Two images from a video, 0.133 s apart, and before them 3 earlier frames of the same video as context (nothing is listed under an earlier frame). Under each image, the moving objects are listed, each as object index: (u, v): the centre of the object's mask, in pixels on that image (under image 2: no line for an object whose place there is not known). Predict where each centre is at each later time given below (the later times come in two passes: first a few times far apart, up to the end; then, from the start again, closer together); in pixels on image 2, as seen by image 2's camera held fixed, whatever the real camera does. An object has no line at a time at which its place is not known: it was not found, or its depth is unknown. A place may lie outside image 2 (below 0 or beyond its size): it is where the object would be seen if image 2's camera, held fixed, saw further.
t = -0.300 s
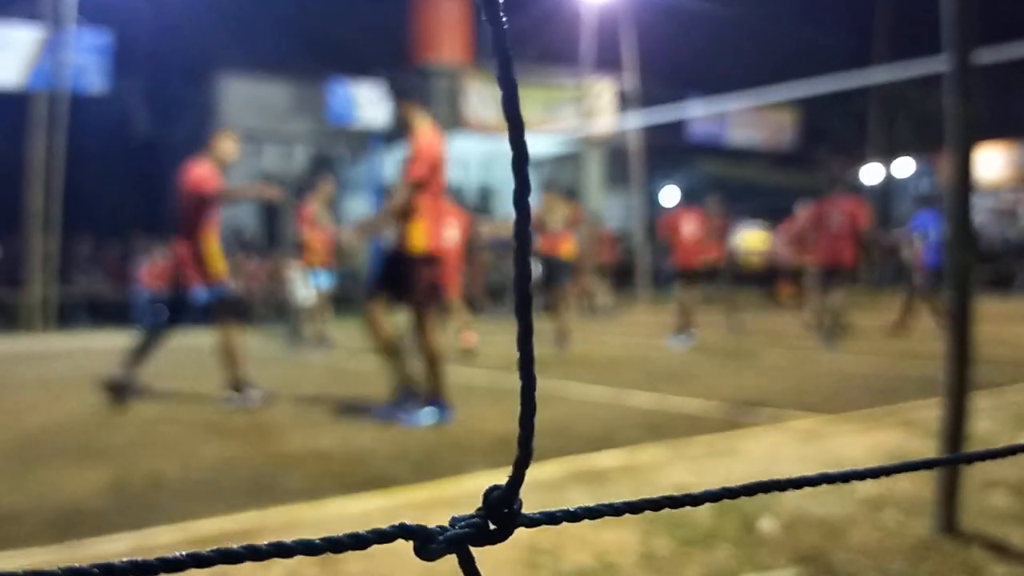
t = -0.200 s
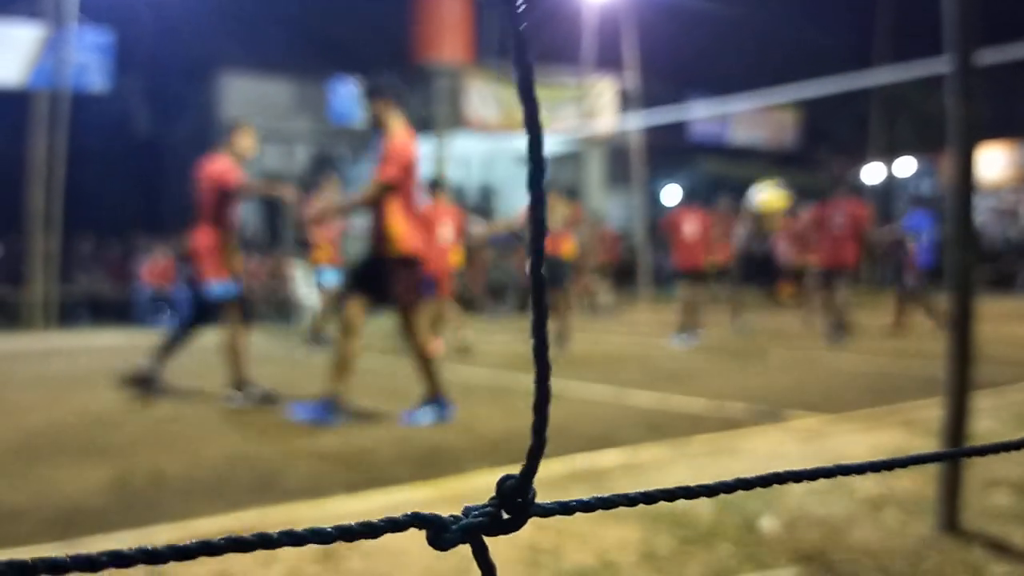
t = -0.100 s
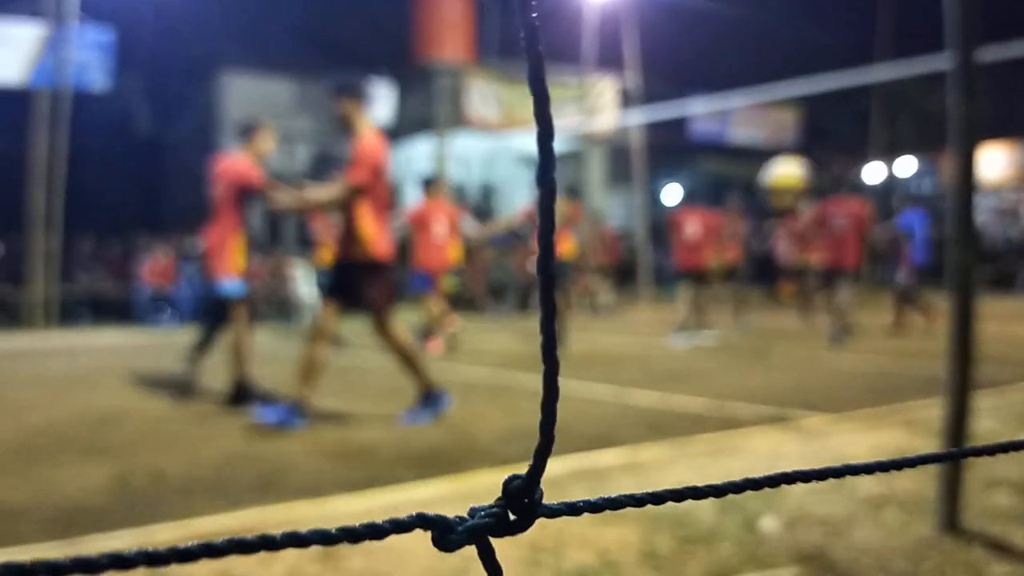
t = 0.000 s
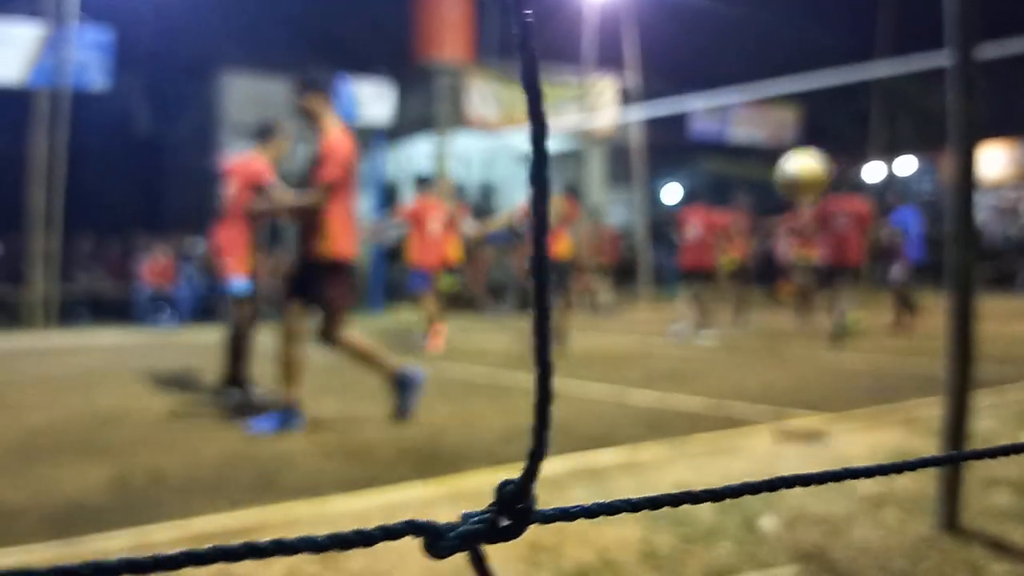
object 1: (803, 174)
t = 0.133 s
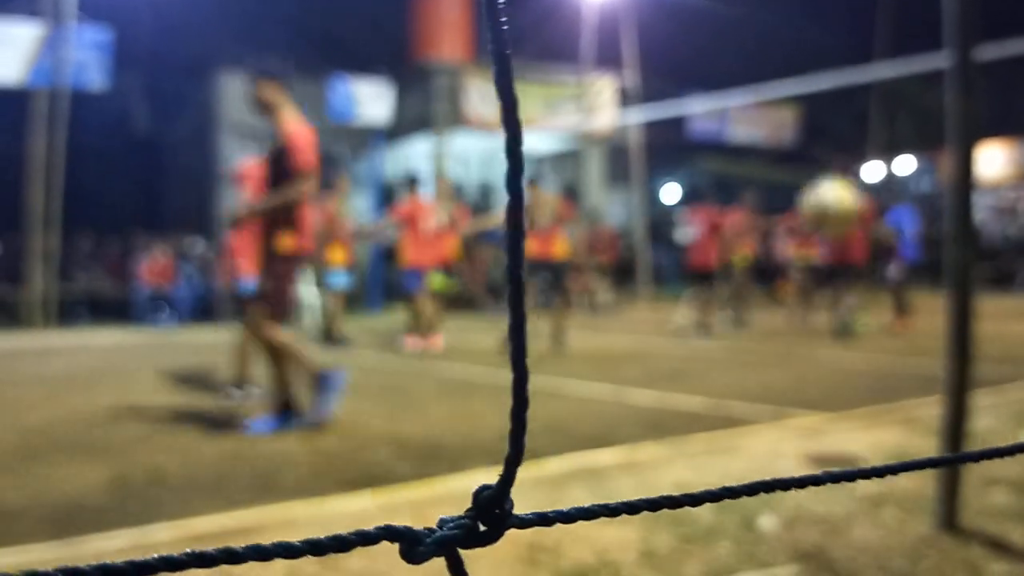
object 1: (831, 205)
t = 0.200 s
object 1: (850, 245)
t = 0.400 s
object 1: (907, 468)
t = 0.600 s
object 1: (769, 436)
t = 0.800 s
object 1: (665, 434)
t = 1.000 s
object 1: (576, 433)
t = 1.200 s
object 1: (520, 416)
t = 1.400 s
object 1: (448, 404)
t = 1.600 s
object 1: (397, 411)
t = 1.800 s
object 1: (343, 408)
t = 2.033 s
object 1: (295, 409)
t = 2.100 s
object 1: (279, 406)
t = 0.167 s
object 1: (841, 220)
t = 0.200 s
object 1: (850, 245)
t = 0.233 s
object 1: (858, 263)
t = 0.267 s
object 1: (869, 284)
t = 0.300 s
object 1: (878, 325)
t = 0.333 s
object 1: (891, 366)
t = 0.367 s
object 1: (898, 404)
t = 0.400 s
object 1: (907, 468)
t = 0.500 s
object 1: (837, 466)
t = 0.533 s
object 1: (818, 451)
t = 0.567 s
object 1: (795, 442)
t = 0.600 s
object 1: (769, 436)
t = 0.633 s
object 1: (756, 435)
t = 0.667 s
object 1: (736, 437)
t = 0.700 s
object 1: (719, 453)
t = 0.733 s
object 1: (703, 470)
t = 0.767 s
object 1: (682, 453)
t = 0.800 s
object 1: (665, 434)
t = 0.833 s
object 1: (651, 430)
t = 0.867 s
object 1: (633, 428)
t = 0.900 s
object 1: (620, 428)
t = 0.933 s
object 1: (606, 429)
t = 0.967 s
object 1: (591, 430)
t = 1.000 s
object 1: (576, 433)
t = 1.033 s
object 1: (565, 425)
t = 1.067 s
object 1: (553, 417)
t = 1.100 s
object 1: (539, 414)
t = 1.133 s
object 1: (533, 414)
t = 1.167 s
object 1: (526, 411)
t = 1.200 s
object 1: (520, 416)
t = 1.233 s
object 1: (509, 414)
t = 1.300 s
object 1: (472, 416)
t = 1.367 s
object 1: (454, 405)
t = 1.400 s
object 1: (448, 404)
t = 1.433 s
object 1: (440, 406)
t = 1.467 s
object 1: (432, 408)
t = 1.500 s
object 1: (423, 412)
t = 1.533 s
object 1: (416, 417)
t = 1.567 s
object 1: (405, 417)
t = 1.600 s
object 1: (397, 411)
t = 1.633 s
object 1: (387, 408)
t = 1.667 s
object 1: (378, 406)
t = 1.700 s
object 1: (371, 410)
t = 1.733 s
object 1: (362, 413)
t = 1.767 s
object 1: (351, 412)
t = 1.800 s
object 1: (343, 408)
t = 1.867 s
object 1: (330, 406)
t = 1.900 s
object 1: (321, 411)
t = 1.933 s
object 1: (313, 409)
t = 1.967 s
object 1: (308, 410)
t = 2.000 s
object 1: (301, 408)
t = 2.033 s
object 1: (295, 409)
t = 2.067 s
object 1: (286, 408)
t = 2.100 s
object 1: (279, 406)
